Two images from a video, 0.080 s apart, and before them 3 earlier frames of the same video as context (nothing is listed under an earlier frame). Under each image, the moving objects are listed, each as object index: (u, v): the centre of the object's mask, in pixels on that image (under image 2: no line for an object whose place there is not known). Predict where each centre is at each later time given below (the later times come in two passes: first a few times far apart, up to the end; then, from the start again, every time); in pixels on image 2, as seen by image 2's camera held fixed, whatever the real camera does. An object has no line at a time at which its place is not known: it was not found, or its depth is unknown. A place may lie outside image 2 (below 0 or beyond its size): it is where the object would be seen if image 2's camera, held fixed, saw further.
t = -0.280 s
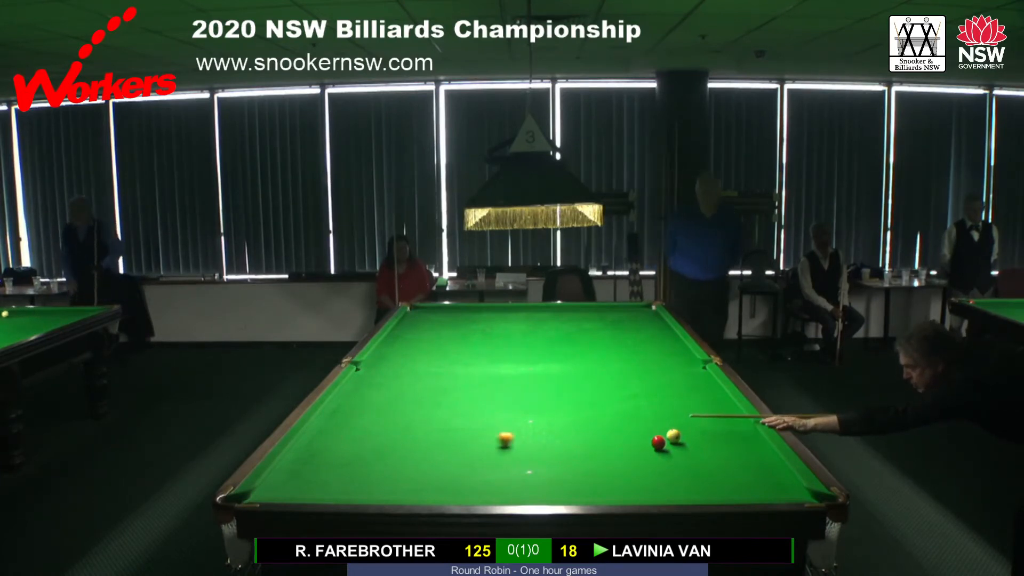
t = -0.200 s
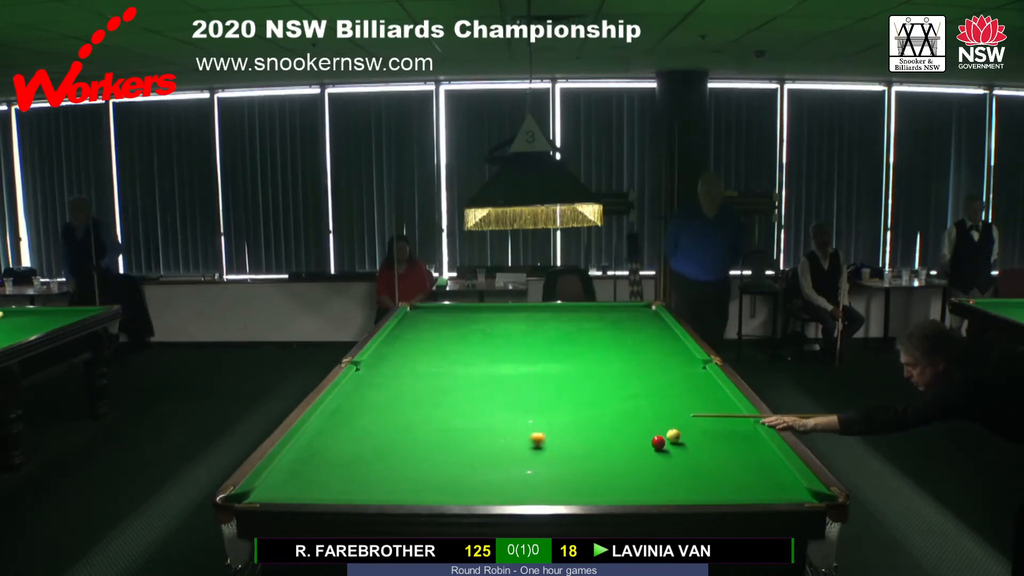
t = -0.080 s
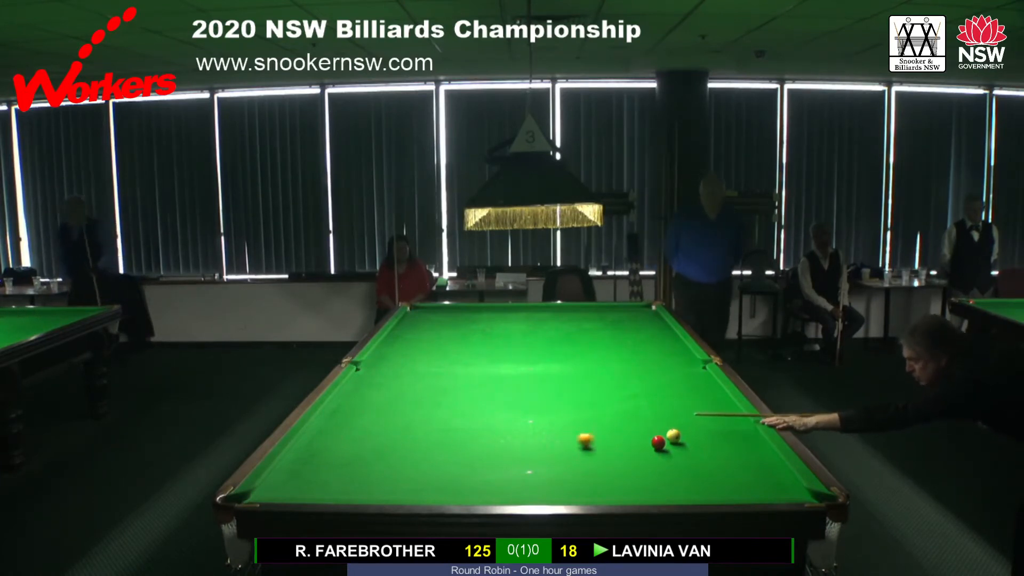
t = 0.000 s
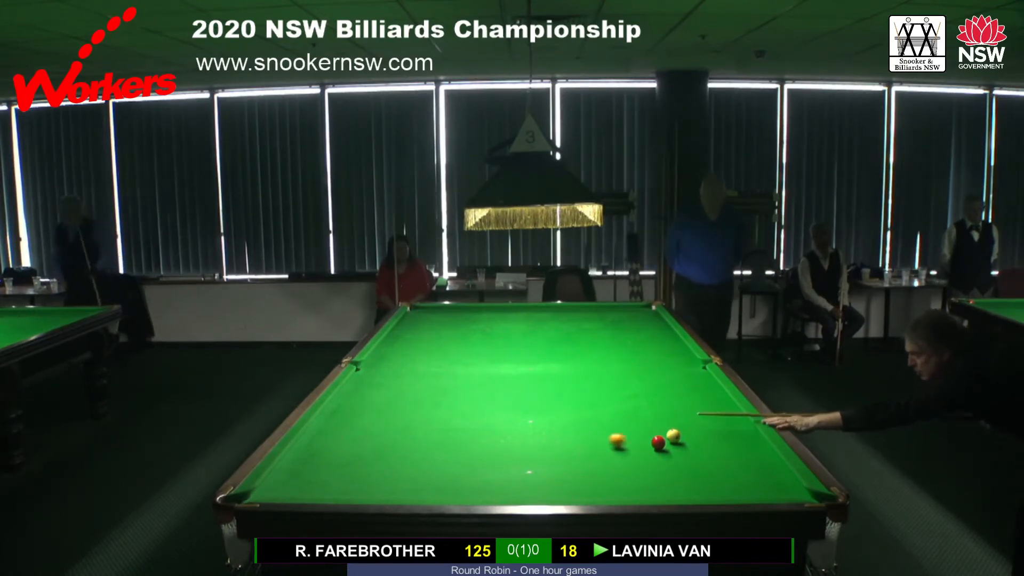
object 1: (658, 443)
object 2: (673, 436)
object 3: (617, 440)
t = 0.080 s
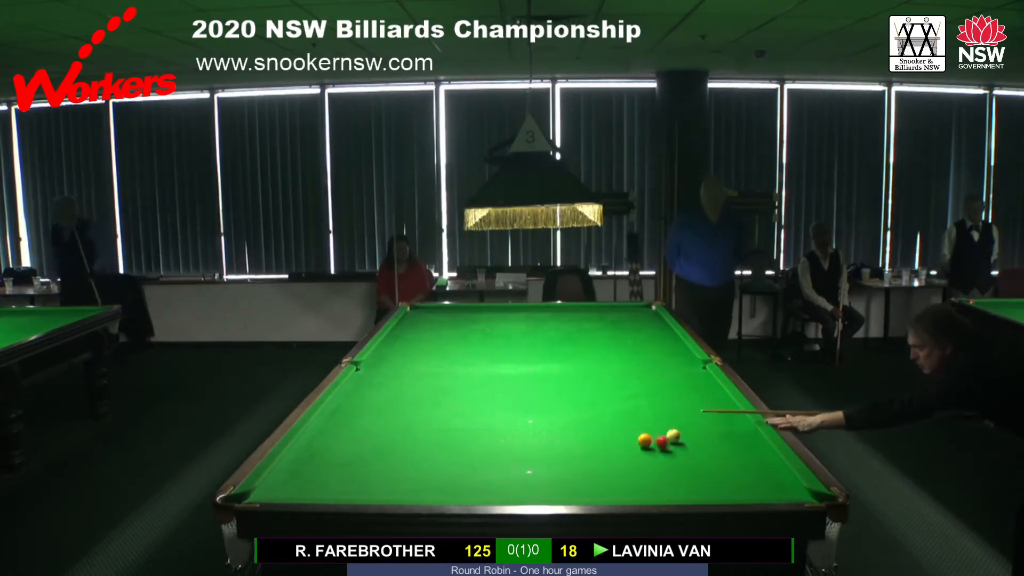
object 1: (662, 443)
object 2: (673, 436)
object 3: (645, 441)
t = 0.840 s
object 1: (718, 460)
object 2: (711, 435)
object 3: (666, 426)
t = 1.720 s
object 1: (594, 474)
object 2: (747, 433)
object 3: (672, 417)
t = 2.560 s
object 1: (487, 485)
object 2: (751, 433)
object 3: (672, 414)
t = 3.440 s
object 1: (393, 492)
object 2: (751, 433)
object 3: (672, 414)
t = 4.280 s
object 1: (327, 493)
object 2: (751, 433)
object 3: (672, 414)
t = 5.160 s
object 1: (294, 492)
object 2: (751, 433)
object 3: (672, 414)
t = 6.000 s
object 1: (285, 492)
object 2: (751, 433)
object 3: (672, 414)
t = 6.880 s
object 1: (285, 491)
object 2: (751, 433)
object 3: (672, 414)
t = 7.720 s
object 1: (285, 492)
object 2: (751, 433)
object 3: (672, 414)
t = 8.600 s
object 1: (285, 492)
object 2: (751, 433)
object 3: (672, 414)
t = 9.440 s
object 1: (285, 492)
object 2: (751, 433)
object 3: (672, 414)
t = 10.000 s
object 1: (285, 492)
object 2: (751, 433)
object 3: (672, 414)
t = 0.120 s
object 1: (676, 444)
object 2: (673, 433)
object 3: (646, 440)
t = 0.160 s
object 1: (688, 446)
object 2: (673, 436)
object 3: (649, 439)
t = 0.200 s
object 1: (699, 447)
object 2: (673, 436)
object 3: (654, 438)
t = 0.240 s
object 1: (710, 448)
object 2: (673, 436)
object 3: (658, 436)
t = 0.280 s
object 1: (719, 449)
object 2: (676, 435)
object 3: (660, 435)
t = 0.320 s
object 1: (729, 450)
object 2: (679, 435)
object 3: (660, 435)
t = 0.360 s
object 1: (739, 451)
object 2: (682, 436)
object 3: (660, 434)
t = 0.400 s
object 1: (748, 451)
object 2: (684, 435)
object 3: (661, 433)
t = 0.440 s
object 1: (758, 452)
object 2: (687, 435)
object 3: (661, 432)
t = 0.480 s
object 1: (768, 453)
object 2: (690, 435)
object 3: (662, 432)
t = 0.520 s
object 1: (766, 454)
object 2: (692, 435)
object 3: (662, 431)
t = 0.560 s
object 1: (760, 455)
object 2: (695, 435)
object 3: (663, 431)
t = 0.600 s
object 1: (754, 455)
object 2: (697, 435)
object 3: (663, 430)
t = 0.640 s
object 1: (748, 456)
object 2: (700, 435)
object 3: (664, 429)
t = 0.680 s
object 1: (742, 457)
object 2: (702, 435)
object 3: (664, 429)
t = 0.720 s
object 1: (736, 458)
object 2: (704, 435)
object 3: (665, 428)
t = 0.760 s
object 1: (730, 458)
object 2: (707, 435)
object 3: (665, 427)
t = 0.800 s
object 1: (724, 459)
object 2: (709, 435)
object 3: (665, 427)
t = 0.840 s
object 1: (718, 460)
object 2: (711, 435)
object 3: (666, 426)
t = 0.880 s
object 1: (713, 460)
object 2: (713, 435)
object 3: (666, 425)
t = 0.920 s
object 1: (707, 461)
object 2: (715, 435)
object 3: (667, 425)
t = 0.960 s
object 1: (701, 462)
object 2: (717, 435)
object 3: (667, 424)
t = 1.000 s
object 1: (695, 463)
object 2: (719, 435)
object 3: (668, 424)
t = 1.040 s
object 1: (690, 464)
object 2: (721, 434)
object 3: (668, 423)
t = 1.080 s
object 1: (684, 464)
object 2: (723, 435)
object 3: (668, 423)
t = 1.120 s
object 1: (678, 465)
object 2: (725, 434)
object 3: (668, 422)
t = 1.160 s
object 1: (672, 466)
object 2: (727, 434)
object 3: (669, 422)
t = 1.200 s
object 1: (667, 466)
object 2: (729, 434)
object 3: (669, 421)
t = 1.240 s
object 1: (661, 467)
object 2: (730, 434)
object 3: (669, 421)
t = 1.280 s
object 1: (655, 468)
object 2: (732, 434)
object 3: (669, 421)
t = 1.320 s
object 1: (650, 469)
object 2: (734, 434)
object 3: (670, 420)
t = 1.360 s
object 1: (644, 469)
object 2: (735, 434)
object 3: (670, 420)
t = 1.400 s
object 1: (638, 470)
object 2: (737, 434)
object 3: (670, 419)
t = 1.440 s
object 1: (633, 471)
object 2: (738, 434)
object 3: (671, 419)
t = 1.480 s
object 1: (627, 471)
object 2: (740, 434)
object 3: (671, 419)
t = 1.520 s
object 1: (621, 472)
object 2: (741, 434)
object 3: (671, 418)
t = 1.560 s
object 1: (616, 472)
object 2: (742, 434)
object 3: (671, 418)
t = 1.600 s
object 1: (611, 472)
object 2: (744, 434)
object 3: (671, 418)
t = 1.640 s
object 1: (605, 473)
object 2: (745, 433)
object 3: (671, 417)
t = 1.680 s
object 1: (600, 474)
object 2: (746, 433)
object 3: (671, 417)
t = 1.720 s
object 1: (594, 474)
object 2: (747, 433)
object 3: (672, 417)
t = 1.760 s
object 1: (589, 475)
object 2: (748, 433)
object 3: (672, 417)
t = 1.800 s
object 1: (584, 476)
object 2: (749, 433)
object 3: (672, 416)
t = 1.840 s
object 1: (578, 476)
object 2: (750, 433)
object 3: (672, 416)
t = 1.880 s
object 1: (573, 477)
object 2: (751, 433)
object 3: (672, 416)
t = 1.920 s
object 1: (568, 478)
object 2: (752, 433)
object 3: (672, 416)
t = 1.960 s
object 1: (562, 478)
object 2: (752, 433)
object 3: (672, 416)
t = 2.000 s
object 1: (557, 479)
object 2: (753, 433)
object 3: (672, 415)
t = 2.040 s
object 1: (552, 479)
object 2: (754, 433)
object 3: (672, 415)
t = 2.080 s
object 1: (547, 479)
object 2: (754, 433)
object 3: (672, 415)
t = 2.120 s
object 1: (541, 480)
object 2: (753, 433)
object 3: (672, 415)
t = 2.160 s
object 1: (536, 480)
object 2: (753, 433)
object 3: (673, 415)
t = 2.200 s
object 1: (531, 481)
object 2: (753, 433)
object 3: (673, 415)
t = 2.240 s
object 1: (526, 481)
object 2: (752, 433)
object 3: (673, 415)
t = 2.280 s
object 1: (521, 482)
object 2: (752, 433)
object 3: (672, 415)
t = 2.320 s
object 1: (516, 483)
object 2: (752, 433)
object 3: (673, 414)
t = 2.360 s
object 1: (511, 483)
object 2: (752, 433)
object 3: (672, 414)
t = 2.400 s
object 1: (506, 483)
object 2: (752, 433)
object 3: (672, 414)
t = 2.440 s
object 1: (501, 484)
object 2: (751, 433)
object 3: (672, 414)
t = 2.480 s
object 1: (496, 484)
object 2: (751, 433)
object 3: (672, 414)
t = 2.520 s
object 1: (492, 485)
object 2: (751, 433)
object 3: (672, 414)
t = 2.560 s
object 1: (487, 485)
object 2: (751, 433)
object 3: (672, 414)
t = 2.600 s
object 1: (482, 486)
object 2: (751, 433)
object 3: (672, 414)
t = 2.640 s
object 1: (477, 486)
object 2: (751, 433)
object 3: (672, 414)
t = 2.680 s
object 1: (473, 486)
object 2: (751, 433)
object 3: (672, 414)
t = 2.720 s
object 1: (468, 487)
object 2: (751, 433)
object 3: (672, 414)
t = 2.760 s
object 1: (464, 487)
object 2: (751, 433)
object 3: (672, 414)
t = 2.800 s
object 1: (459, 487)
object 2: (751, 433)
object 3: (672, 414)
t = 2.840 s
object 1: (455, 488)
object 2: (751, 433)
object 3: (672, 414)
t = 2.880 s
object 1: (450, 488)
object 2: (751, 433)
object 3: (672, 414)
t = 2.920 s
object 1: (446, 488)
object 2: (751, 433)
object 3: (672, 414)
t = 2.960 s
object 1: (442, 489)
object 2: (751, 433)
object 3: (672, 414)
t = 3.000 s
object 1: (437, 489)
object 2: (751, 433)
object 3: (672, 414)
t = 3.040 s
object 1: (433, 490)
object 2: (751, 433)
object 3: (672, 414)
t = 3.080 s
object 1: (429, 490)
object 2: (751, 433)
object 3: (672, 414)
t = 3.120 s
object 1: (425, 490)
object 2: (751, 433)
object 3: (672, 414)
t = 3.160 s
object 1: (421, 490)
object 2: (751, 433)
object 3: (672, 414)
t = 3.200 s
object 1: (417, 490)
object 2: (751, 433)
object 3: (672, 414)
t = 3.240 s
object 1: (413, 491)
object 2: (751, 433)
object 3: (672, 414)
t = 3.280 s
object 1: (409, 491)
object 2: (751, 433)
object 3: (672, 414)
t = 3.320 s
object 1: (405, 491)
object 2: (751, 433)
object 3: (672, 414)
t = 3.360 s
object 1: (401, 491)
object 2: (751, 433)
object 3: (672, 414)
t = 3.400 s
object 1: (397, 492)
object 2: (751, 433)
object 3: (672, 414)
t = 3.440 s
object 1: (393, 492)
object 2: (751, 433)
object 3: (672, 414)
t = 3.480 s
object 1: (389, 492)
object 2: (751, 433)
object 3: (672, 414)
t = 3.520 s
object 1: (386, 492)
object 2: (751, 433)
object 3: (672, 414)
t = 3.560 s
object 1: (382, 492)
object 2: (751, 433)
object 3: (672, 414)
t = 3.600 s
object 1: (379, 492)
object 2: (751, 433)
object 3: (672, 414)
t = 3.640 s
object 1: (375, 492)
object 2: (751, 433)
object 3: (672, 414)
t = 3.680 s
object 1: (371, 492)
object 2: (751, 433)
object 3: (672, 414)
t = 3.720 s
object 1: (368, 493)
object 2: (751, 433)
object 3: (672, 414)
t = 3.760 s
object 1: (365, 493)
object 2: (751, 433)
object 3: (672, 414)
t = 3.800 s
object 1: (361, 493)
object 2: (751, 433)
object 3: (672, 414)
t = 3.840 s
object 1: (358, 493)
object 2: (751, 433)
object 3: (672, 414)
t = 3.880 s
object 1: (355, 493)
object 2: (751, 433)
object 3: (672, 414)
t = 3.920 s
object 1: (352, 493)
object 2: (751, 433)
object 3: (672, 414)
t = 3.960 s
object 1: (349, 493)
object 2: (751, 433)
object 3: (672, 414)
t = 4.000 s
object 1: (346, 493)
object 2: (751, 433)
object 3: (672, 414)
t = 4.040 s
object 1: (343, 493)
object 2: (751, 433)
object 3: (672, 414)
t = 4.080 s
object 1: (340, 494)
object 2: (751, 433)
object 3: (672, 414)
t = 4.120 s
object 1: (336, 494)
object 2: (751, 433)
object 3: (672, 414)
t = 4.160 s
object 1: (333, 494)
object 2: (751, 433)
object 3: (672, 414)
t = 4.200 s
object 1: (331, 494)
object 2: (751, 433)
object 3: (672, 414)
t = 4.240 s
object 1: (329, 494)
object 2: (751, 433)
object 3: (672, 414)
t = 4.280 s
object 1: (327, 493)
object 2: (751, 433)
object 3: (672, 414)
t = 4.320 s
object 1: (325, 493)
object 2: (751, 433)
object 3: (672, 414)
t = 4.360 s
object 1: (323, 493)
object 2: (751, 433)
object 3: (672, 414)
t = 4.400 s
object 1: (322, 493)
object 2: (751, 433)
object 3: (672, 414)
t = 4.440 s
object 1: (320, 493)
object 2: (751, 433)
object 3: (672, 414)
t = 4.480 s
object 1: (318, 493)
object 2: (751, 433)
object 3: (672, 414)
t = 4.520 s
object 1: (316, 493)
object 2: (751, 433)
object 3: (672, 414)
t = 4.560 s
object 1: (314, 493)
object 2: (751, 433)
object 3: (672, 414)
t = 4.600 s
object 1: (313, 493)
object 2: (751, 433)
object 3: (672, 414)
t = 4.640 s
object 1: (311, 493)
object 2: (751, 433)
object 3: (672, 414)
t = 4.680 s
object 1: (309, 492)
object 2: (751, 433)
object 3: (672, 414)
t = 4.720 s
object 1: (308, 492)
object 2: (751, 433)
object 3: (672, 414)
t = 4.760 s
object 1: (306, 492)
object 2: (751, 433)
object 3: (672, 414)
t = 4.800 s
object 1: (305, 492)
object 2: (751, 433)
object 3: (672, 414)
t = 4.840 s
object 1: (304, 492)
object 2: (751, 433)
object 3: (672, 414)
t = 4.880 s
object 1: (302, 492)
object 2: (751, 433)
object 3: (672, 414)
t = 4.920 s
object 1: (301, 492)
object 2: (751, 433)
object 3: (672, 414)
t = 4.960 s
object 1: (300, 492)
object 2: (751, 433)
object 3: (672, 414)
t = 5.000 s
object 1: (298, 492)
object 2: (751, 433)
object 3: (672, 414)
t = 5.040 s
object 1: (297, 492)
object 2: (751, 433)
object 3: (672, 414)
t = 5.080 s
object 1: (296, 492)
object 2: (751, 433)
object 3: (672, 414)
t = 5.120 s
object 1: (295, 492)
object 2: (751, 433)
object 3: (672, 414)
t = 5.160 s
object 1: (294, 492)
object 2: (751, 433)
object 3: (672, 414)
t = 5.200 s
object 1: (293, 492)
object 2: (751, 433)
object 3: (672, 414)
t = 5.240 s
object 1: (292, 492)
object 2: (751, 433)
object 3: (672, 414)
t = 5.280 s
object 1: (292, 492)
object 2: (751, 433)
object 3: (672, 414)
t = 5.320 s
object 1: (291, 492)
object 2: (751, 433)
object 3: (672, 414)
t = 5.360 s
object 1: (290, 492)
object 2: (751, 433)
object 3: (672, 414)
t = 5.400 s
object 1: (289, 492)
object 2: (751, 433)
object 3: (672, 414)
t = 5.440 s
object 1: (288, 492)
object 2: (751, 433)
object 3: (672, 414)
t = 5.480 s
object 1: (288, 492)
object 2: (751, 433)
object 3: (672, 414)
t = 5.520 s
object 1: (287, 492)
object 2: (751, 433)
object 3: (672, 414)
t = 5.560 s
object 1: (287, 492)
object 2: (751, 433)
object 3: (672, 414)
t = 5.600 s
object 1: (286, 492)
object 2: (751, 433)
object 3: (672, 414)
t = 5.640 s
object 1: (286, 492)
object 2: (751, 433)
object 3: (672, 414)
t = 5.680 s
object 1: (286, 491)
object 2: (751, 433)
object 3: (672, 414)
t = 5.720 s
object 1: (285, 491)
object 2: (751, 433)
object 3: (672, 414)
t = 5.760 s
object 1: (285, 491)
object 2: (751, 433)
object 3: (672, 414)
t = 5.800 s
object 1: (285, 491)
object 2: (751, 433)
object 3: (672, 414)
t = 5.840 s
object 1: (285, 491)
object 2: (751, 433)
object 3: (672, 414)
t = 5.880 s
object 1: (285, 491)
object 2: (751, 433)
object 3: (672, 414)
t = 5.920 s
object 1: (285, 491)
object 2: (751, 433)
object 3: (672, 414)
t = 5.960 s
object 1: (285, 491)
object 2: (751, 433)
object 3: (672, 414)
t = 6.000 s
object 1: (285, 492)
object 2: (751, 433)
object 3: (672, 414)
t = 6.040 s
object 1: (285, 491)
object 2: (751, 433)
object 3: (672, 414)
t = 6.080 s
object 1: (285, 491)
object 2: (751, 433)
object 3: (672, 414)
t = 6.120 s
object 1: (285, 491)
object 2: (751, 433)
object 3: (672, 414)
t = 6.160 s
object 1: (285, 491)
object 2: (751, 433)
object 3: (672, 414)
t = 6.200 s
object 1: (285, 491)
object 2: (751, 433)
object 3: (672, 414)
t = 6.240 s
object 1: (285, 491)
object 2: (751, 433)
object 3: (672, 414)
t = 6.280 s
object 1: (285, 492)
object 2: (751, 433)
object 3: (672, 414)
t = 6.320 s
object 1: (285, 491)
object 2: (751, 433)
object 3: (672, 414)
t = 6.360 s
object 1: (285, 491)
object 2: (751, 433)
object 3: (672, 414)
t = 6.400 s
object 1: (285, 491)
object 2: (751, 433)
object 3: (672, 414)
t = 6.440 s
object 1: (285, 491)
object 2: (751, 433)
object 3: (672, 414)
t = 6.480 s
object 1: (285, 491)
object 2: (751, 433)
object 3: (672, 414)
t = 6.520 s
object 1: (285, 491)
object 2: (751, 433)
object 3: (672, 414)
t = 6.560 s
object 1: (285, 491)
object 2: (751, 433)
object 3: (672, 414)
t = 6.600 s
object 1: (285, 491)
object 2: (751, 433)
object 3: (672, 414)
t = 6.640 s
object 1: (285, 491)
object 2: (751, 433)
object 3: (672, 414)
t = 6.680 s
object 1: (285, 491)
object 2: (751, 433)
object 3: (672, 414)
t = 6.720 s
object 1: (285, 491)
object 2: (751, 433)
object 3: (672, 414)
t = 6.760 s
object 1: (285, 491)
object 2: (751, 433)
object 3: (672, 414)
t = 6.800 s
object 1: (285, 491)
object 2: (751, 433)
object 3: (672, 414)
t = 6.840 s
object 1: (285, 491)
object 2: (751, 433)
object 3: (672, 414)
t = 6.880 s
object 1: (285, 491)
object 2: (751, 433)
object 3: (672, 414)
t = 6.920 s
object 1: (285, 491)
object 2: (751, 433)
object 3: (672, 414)
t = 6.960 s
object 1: (285, 491)
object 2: (751, 433)
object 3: (672, 414)
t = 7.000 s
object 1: (285, 492)
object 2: (751, 433)
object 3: (672, 414)
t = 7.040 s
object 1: (285, 491)
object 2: (751, 433)
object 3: (672, 414)
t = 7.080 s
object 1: (285, 491)
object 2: (751, 433)
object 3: (672, 414)
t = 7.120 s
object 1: (285, 491)
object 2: (751, 433)
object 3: (672, 414)
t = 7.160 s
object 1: (285, 492)
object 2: (751, 433)
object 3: (672, 414)
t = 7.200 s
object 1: (285, 491)
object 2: (751, 433)
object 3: (672, 414)
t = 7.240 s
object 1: (285, 492)
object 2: (751, 433)
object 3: (672, 414)
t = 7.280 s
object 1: (285, 492)
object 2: (751, 433)
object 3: (672, 414)
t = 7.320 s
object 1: (285, 492)
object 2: (751, 433)
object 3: (672, 414)
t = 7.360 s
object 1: (285, 492)
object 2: (751, 433)
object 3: (672, 414)
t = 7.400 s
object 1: (285, 491)
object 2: (751, 433)
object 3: (672, 414)
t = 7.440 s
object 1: (285, 492)
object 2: (751, 433)
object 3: (672, 414)
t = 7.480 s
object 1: (285, 491)
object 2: (751, 433)
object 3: (672, 414)
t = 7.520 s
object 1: (285, 492)
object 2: (751, 433)
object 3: (672, 414)
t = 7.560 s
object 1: (285, 492)
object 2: (751, 433)
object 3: (672, 414)
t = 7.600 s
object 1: (285, 492)
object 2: (751, 433)
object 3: (672, 414)
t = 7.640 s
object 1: (285, 492)
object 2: (751, 433)
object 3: (672, 414)
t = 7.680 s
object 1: (285, 492)
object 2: (751, 433)
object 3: (672, 414)
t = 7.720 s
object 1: (285, 492)
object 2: (751, 433)
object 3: (672, 414)
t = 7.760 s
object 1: (285, 492)
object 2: (751, 433)
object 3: (672, 414)
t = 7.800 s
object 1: (285, 491)
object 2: (751, 433)
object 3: (672, 414)
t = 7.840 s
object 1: (285, 491)
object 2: (751, 433)
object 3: (672, 414)
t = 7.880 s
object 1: (285, 491)
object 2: (751, 433)
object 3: (672, 414)
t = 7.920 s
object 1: (285, 492)
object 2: (751, 433)
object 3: (672, 414)
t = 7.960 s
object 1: (285, 491)
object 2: (751, 433)
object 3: (672, 414)
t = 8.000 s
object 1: (285, 492)
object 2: (751, 433)
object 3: (672, 414)
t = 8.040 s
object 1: (285, 491)
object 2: (751, 433)
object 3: (672, 414)
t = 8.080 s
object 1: (285, 491)
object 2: (751, 433)
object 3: (672, 414)
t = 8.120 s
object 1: (285, 492)
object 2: (751, 433)
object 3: (672, 414)
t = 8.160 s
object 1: (285, 491)
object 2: (751, 433)
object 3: (672, 414)
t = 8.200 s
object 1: (285, 491)
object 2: (751, 433)
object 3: (672, 414)
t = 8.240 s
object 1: (285, 491)
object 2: (751, 433)
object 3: (672, 414)
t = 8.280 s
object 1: (285, 491)
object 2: (751, 433)
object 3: (672, 414)
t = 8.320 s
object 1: (285, 492)
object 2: (751, 433)
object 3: (672, 414)
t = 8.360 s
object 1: (285, 492)
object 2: (751, 433)
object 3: (672, 414)
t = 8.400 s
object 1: (285, 491)
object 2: (751, 433)
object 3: (672, 414)
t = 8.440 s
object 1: (285, 491)
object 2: (751, 433)
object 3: (672, 414)
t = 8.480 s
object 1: (285, 491)
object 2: (751, 433)
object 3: (672, 414)
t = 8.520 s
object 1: (285, 491)
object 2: (751, 433)
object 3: (672, 414)
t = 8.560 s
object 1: (285, 492)
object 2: (751, 433)
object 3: (672, 414)
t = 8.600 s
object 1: (285, 492)
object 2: (751, 433)
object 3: (672, 414)
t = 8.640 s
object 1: (285, 491)
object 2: (751, 433)
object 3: (672, 414)
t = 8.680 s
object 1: (285, 491)
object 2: (751, 433)
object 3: (672, 414)
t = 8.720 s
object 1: (285, 492)
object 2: (751, 433)
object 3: (672, 414)
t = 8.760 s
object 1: (285, 491)
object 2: (751, 433)
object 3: (672, 414)
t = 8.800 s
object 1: (285, 492)
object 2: (751, 433)
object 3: (672, 414)
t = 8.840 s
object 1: (285, 492)
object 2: (751, 433)
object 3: (672, 414)
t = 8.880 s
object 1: (285, 492)
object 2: (751, 433)
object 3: (672, 414)
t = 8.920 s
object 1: (285, 491)
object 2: (751, 433)
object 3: (672, 414)
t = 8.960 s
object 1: (285, 492)
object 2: (751, 433)
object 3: (672, 414)
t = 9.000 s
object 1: (285, 491)
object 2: (751, 433)
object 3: (672, 414)
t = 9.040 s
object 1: (285, 491)
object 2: (751, 433)
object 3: (672, 414)
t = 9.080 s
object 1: (285, 491)
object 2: (751, 433)
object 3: (672, 414)
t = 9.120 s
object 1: (285, 492)
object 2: (751, 433)
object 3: (672, 414)
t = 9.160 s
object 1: (285, 491)
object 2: (751, 433)
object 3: (672, 414)
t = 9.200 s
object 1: (285, 492)
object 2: (751, 433)
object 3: (672, 414)
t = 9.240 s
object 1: (285, 492)
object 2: (751, 433)
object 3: (672, 414)
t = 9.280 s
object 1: (285, 492)
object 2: (751, 433)
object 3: (672, 414)
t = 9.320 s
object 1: (285, 492)
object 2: (751, 433)
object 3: (672, 414)
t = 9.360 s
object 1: (285, 492)
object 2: (751, 433)
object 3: (672, 414)
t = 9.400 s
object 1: (285, 491)
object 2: (751, 433)
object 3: (672, 414)
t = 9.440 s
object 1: (285, 492)
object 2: (751, 433)
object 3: (672, 414)
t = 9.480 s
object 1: (285, 492)
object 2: (751, 433)
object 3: (672, 414)
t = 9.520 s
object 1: (285, 492)
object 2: (751, 433)
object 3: (672, 414)
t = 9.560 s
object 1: (285, 492)
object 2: (751, 433)
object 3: (672, 414)
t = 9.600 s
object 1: (285, 492)
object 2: (751, 433)
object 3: (672, 414)
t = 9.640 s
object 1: (285, 492)
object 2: (751, 433)
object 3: (672, 414)
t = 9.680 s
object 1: (285, 492)
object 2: (751, 433)
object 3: (672, 414)
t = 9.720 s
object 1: (285, 492)
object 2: (751, 433)
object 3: (672, 414)
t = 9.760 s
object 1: (285, 492)
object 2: (751, 433)
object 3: (672, 414)
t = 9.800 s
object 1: (285, 492)
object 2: (751, 433)
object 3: (672, 414)
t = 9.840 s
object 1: (285, 492)
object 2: (751, 433)
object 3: (672, 414)
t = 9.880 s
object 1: (285, 492)
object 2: (751, 433)
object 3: (672, 414)
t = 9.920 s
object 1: (285, 492)
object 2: (751, 433)
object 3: (672, 414)
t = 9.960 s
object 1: (285, 492)
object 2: (751, 433)
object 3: (672, 414)
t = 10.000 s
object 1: (285, 492)
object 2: (751, 433)
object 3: (672, 414)
